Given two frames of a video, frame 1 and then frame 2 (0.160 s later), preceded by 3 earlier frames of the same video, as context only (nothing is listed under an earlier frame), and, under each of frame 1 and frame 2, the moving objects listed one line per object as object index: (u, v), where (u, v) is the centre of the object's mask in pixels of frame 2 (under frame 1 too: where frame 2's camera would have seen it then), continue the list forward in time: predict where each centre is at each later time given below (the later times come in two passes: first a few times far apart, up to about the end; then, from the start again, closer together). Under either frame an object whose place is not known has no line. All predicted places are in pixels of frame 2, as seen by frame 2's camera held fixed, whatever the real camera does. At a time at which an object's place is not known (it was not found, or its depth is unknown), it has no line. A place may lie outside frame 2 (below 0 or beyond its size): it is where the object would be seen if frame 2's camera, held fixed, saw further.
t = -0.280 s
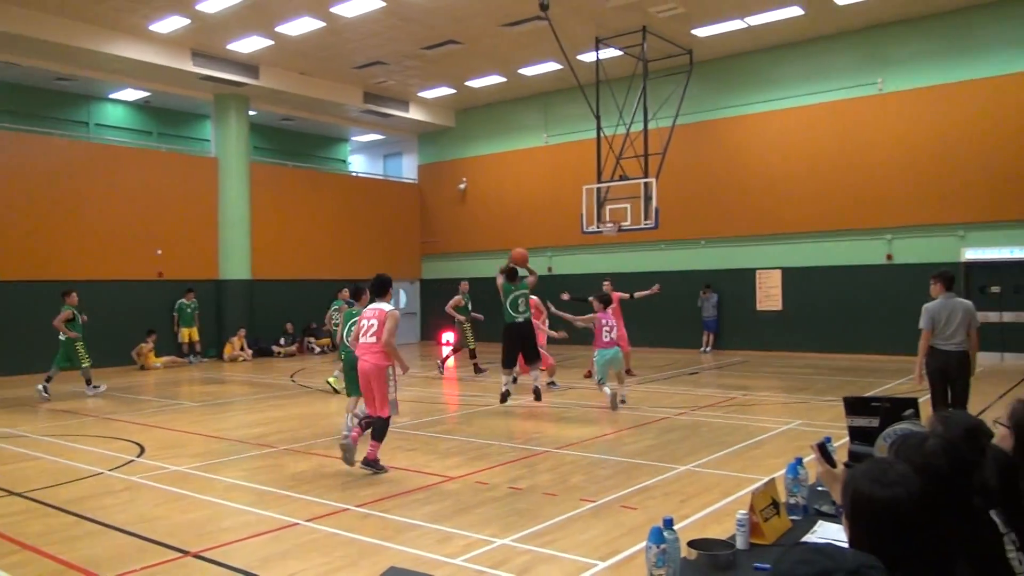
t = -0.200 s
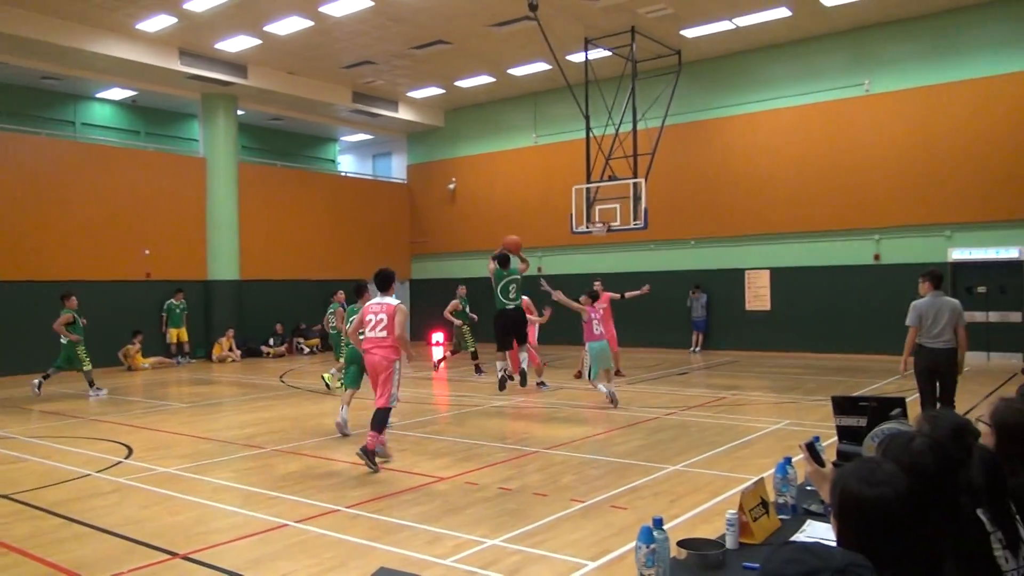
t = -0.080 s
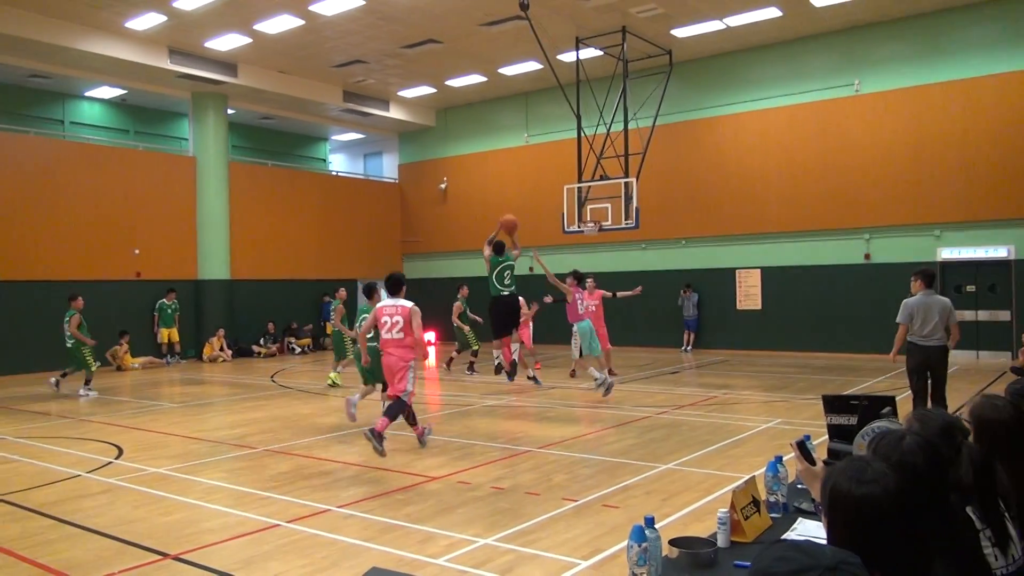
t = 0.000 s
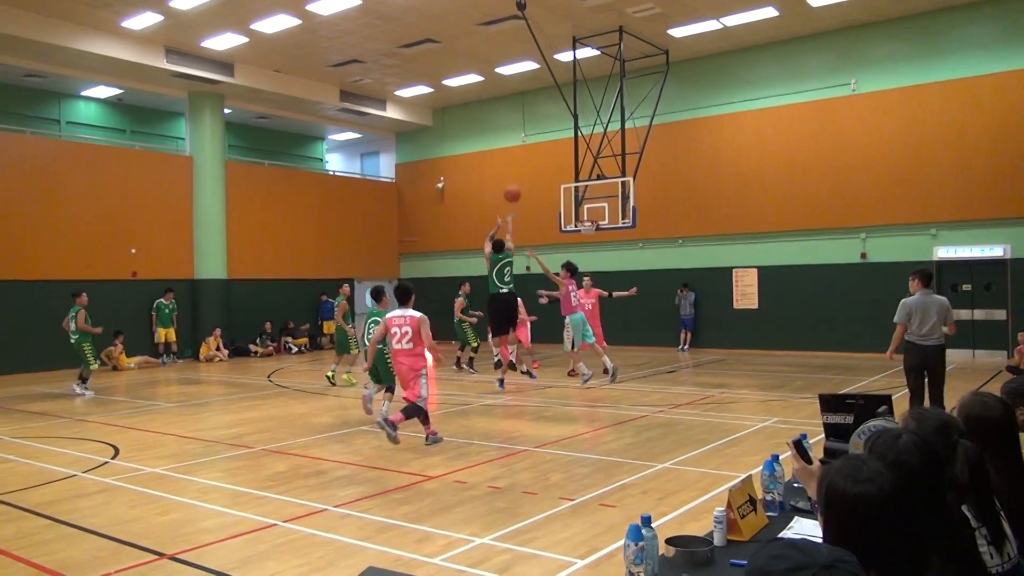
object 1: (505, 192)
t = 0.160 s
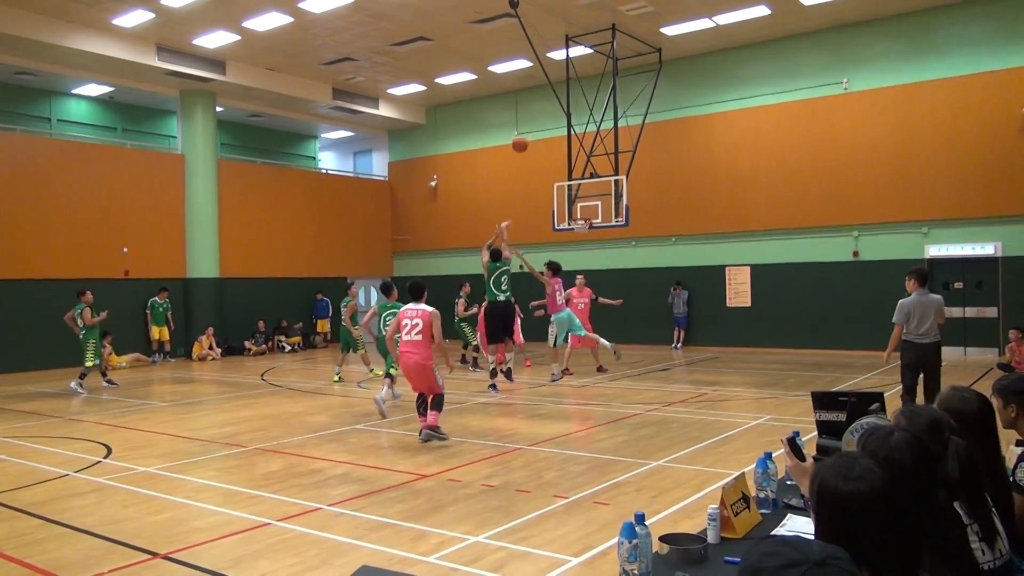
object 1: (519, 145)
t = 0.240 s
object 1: (526, 129)
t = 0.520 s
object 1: (546, 110)
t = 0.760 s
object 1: (560, 130)
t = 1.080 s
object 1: (575, 190)
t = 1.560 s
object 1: (567, 194)
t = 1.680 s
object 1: (558, 198)
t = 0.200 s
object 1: (523, 136)
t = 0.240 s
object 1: (526, 129)
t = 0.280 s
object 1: (529, 123)
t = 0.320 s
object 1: (532, 118)
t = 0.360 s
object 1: (535, 114)
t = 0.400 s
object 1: (538, 112)
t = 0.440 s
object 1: (541, 110)
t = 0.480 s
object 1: (544, 110)
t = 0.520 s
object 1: (546, 110)
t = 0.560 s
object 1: (549, 111)
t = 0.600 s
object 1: (551, 114)
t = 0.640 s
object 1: (553, 116)
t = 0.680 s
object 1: (555, 120)
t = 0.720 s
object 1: (557, 124)
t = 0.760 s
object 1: (560, 130)
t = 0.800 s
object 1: (562, 136)
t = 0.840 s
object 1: (564, 142)
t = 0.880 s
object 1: (566, 148)
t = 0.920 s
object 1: (568, 156)
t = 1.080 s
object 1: (575, 190)
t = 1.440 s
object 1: (576, 196)
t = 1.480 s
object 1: (573, 194)
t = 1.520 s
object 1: (569, 193)
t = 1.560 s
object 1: (567, 194)
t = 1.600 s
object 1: (564, 194)
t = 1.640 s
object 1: (561, 195)
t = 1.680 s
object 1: (558, 198)
